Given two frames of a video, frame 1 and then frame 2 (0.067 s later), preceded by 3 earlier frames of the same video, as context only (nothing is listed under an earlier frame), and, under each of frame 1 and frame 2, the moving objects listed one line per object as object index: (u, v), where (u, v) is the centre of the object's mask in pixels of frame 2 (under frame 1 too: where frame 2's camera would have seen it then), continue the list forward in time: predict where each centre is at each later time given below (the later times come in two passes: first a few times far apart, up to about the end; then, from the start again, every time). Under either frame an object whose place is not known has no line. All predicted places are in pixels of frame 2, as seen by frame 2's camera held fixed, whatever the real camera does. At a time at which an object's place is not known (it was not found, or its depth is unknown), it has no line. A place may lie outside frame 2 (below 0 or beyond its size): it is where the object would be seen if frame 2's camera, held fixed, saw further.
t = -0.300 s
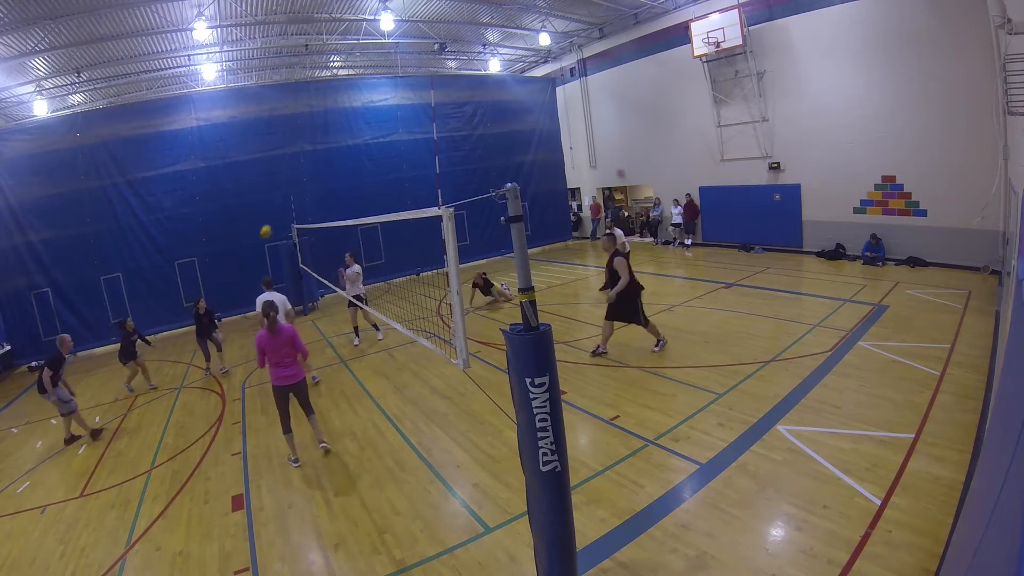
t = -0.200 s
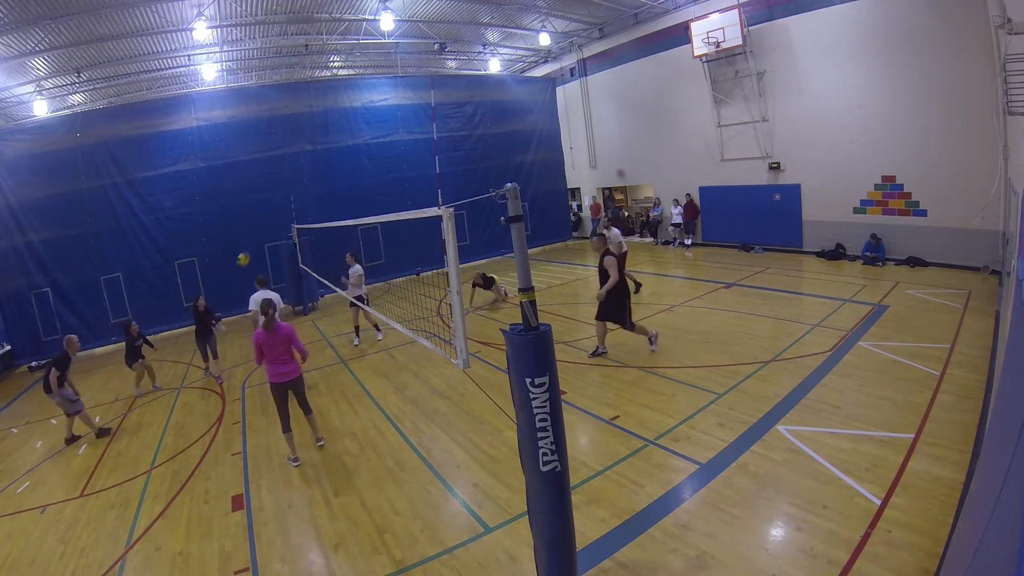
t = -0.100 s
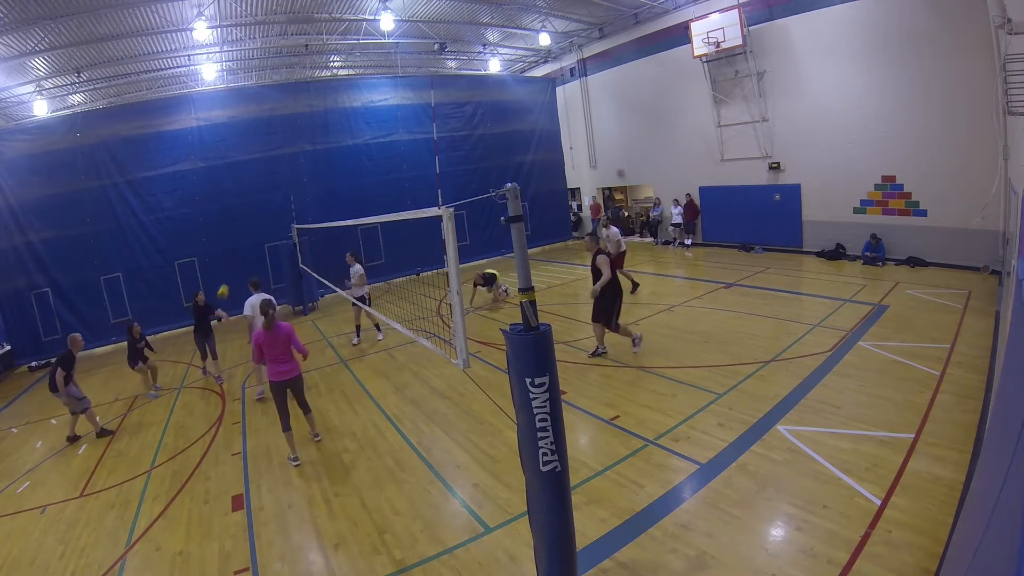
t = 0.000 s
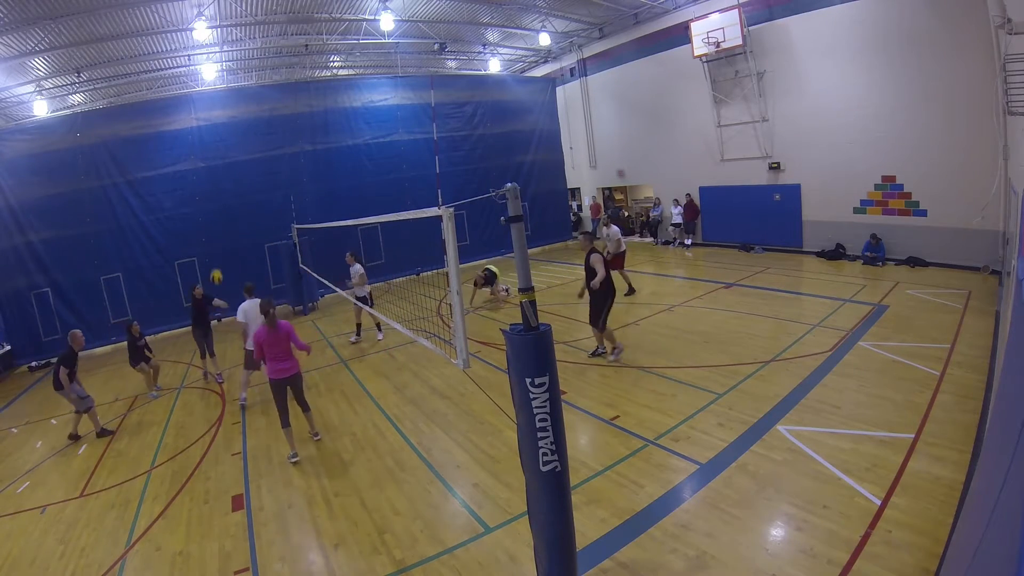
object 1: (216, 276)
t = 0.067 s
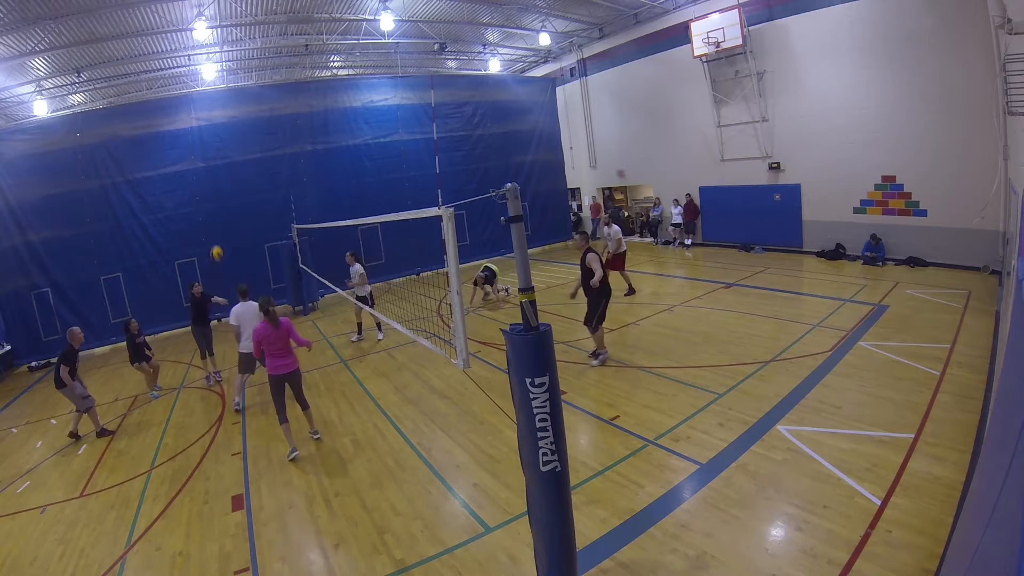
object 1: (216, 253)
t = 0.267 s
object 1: (222, 196)
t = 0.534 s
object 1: (240, 155)
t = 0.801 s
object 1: (266, 160)
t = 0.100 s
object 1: (217, 242)
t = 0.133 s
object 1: (218, 232)
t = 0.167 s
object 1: (219, 222)
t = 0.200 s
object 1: (220, 212)
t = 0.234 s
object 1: (221, 204)
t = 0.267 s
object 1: (222, 196)
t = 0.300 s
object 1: (224, 189)
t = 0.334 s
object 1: (226, 183)
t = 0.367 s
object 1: (228, 177)
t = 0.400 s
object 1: (230, 171)
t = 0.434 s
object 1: (232, 166)
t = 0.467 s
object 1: (234, 162)
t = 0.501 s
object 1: (237, 158)
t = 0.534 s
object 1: (240, 155)
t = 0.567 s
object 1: (243, 153)
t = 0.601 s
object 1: (246, 151)
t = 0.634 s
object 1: (249, 150)
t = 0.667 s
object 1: (252, 151)
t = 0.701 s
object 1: (255, 152)
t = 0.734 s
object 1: (259, 153)
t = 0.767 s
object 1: (263, 156)
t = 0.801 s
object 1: (266, 160)
